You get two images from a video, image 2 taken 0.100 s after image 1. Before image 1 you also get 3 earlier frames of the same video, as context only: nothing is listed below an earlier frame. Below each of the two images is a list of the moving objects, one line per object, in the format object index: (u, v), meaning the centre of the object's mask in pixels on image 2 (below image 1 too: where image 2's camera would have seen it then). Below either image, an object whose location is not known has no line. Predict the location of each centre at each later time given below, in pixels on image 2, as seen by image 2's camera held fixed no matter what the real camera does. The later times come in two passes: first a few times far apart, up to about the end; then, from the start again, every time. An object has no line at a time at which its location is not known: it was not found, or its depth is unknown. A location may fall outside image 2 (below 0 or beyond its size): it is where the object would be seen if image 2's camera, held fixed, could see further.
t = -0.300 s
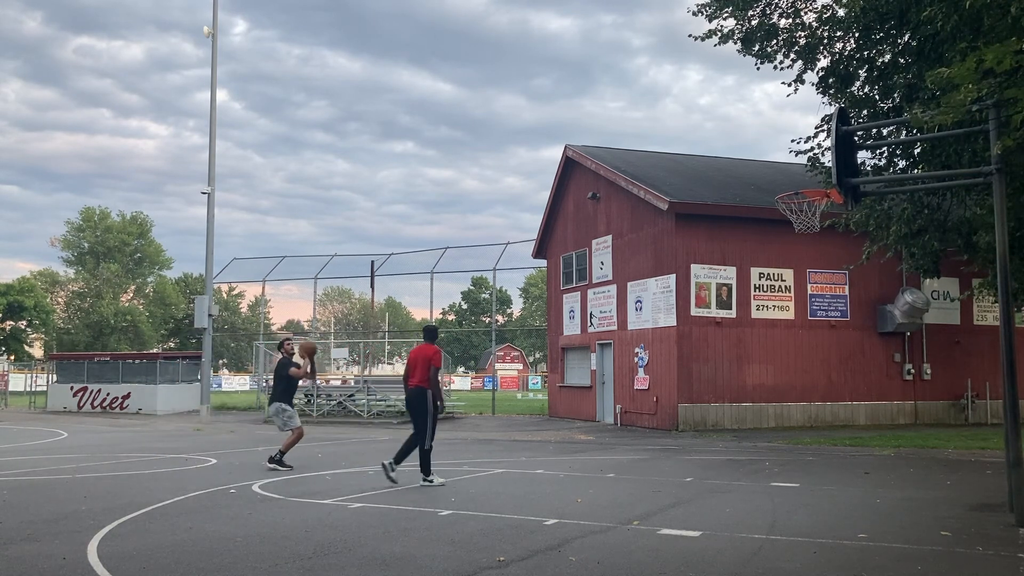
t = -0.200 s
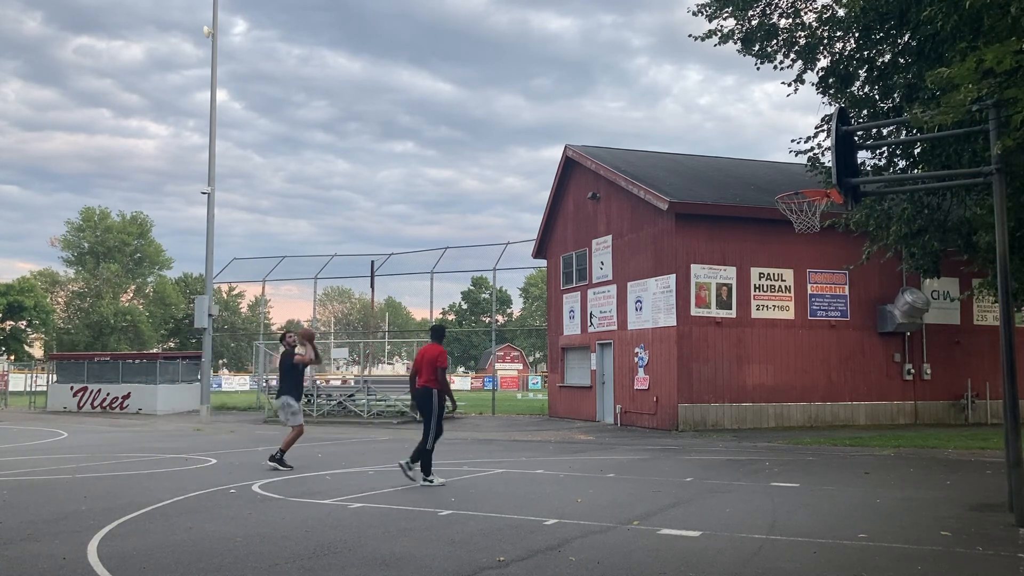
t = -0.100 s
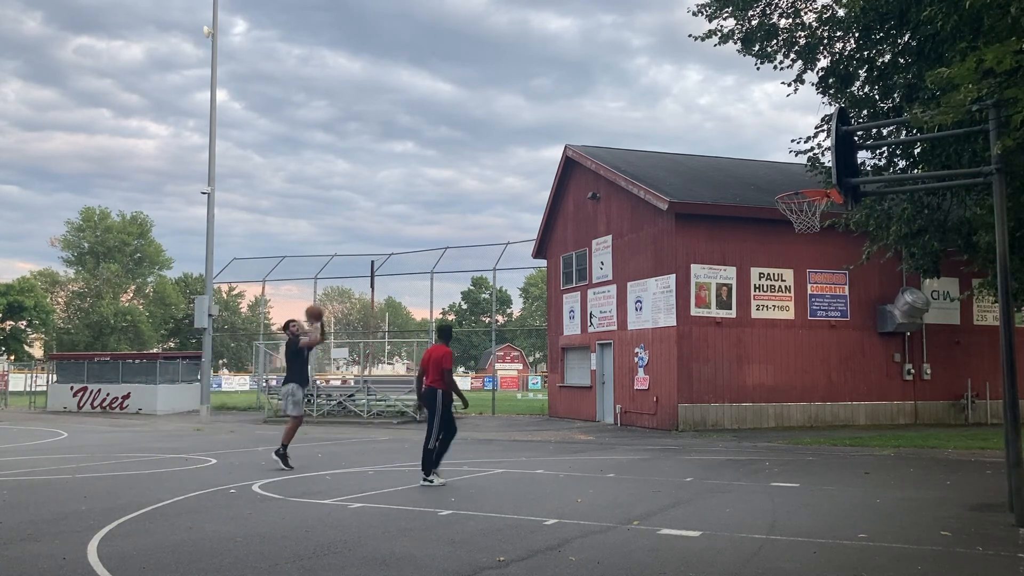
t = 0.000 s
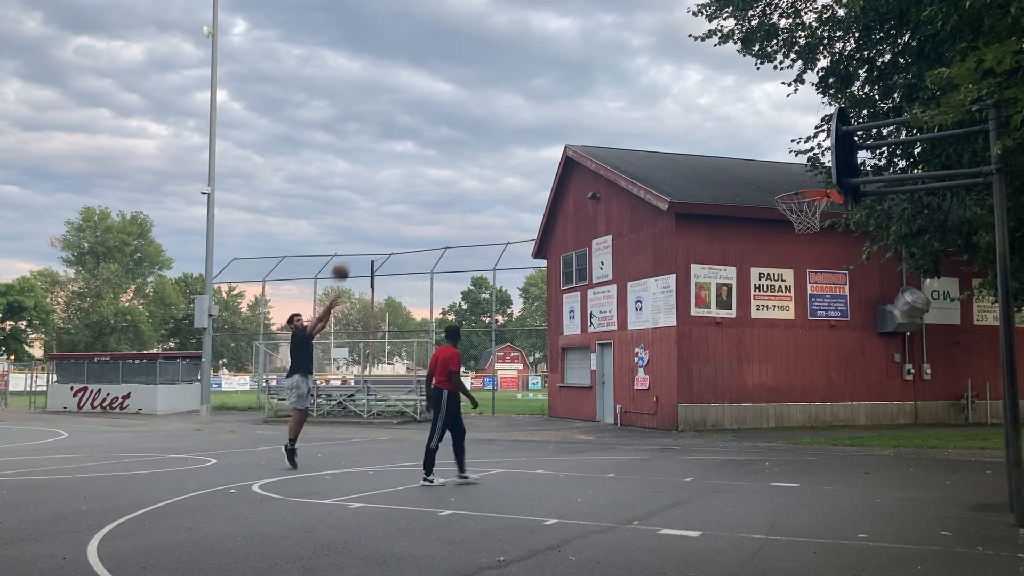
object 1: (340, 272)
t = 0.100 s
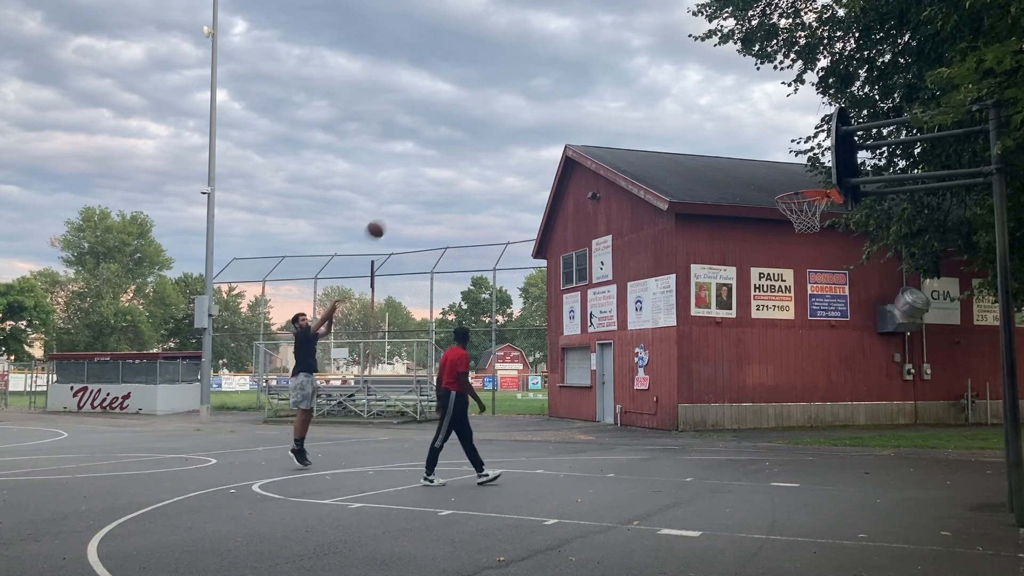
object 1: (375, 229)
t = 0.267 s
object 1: (436, 171)
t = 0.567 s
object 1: (555, 112)
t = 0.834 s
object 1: (677, 118)
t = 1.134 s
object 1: (802, 182)
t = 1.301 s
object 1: (760, 146)
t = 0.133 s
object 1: (387, 216)
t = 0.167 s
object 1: (399, 204)
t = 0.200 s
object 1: (411, 193)
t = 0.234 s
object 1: (423, 182)
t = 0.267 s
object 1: (436, 171)
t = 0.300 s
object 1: (448, 162)
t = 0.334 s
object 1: (461, 153)
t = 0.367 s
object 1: (474, 145)
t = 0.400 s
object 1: (487, 138)
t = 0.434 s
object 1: (500, 131)
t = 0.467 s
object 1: (513, 125)
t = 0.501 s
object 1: (527, 120)
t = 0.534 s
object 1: (541, 116)
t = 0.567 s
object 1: (555, 112)
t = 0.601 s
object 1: (569, 110)
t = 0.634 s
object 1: (584, 108)
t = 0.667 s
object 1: (599, 107)
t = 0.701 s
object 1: (614, 107)
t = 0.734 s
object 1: (629, 109)
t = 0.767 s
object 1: (645, 111)
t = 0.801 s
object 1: (661, 114)
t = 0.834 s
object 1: (677, 118)
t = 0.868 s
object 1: (693, 123)
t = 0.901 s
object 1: (711, 130)
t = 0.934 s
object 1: (728, 137)
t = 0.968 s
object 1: (746, 146)
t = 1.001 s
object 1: (764, 157)
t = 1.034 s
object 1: (783, 169)
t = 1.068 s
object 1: (803, 180)
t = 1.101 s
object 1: (813, 184)
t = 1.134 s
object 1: (802, 182)
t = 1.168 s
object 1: (792, 179)
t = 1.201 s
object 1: (784, 170)
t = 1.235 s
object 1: (776, 161)
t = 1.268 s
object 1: (768, 153)
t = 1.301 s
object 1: (760, 146)
